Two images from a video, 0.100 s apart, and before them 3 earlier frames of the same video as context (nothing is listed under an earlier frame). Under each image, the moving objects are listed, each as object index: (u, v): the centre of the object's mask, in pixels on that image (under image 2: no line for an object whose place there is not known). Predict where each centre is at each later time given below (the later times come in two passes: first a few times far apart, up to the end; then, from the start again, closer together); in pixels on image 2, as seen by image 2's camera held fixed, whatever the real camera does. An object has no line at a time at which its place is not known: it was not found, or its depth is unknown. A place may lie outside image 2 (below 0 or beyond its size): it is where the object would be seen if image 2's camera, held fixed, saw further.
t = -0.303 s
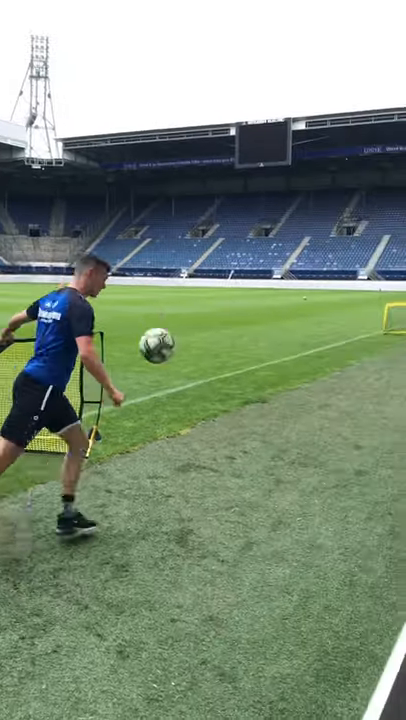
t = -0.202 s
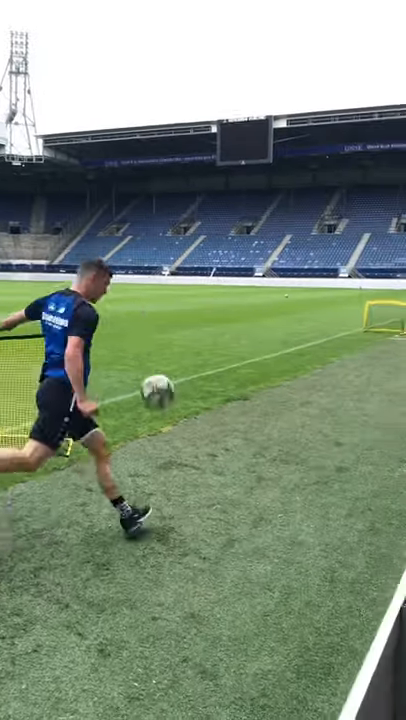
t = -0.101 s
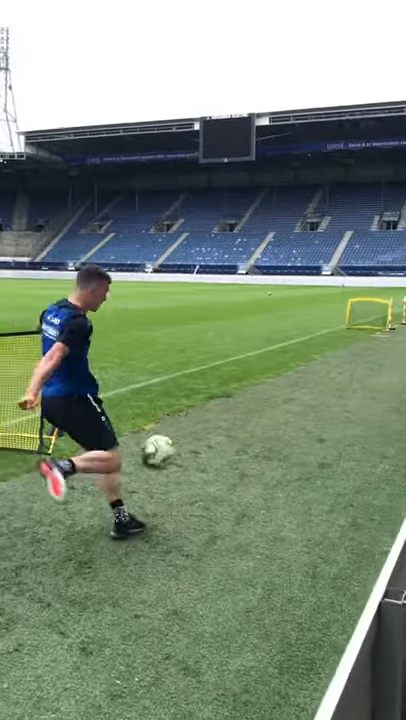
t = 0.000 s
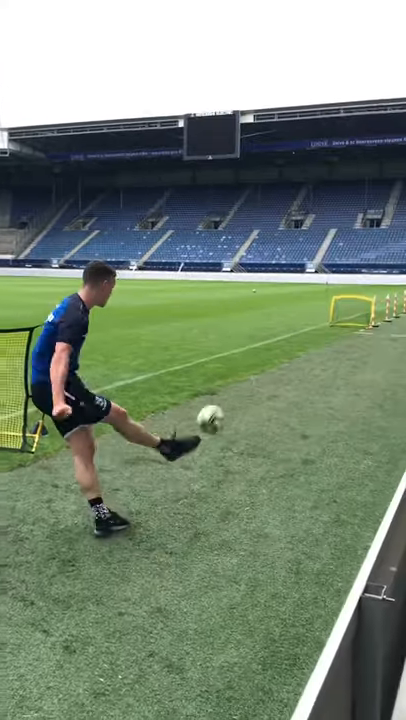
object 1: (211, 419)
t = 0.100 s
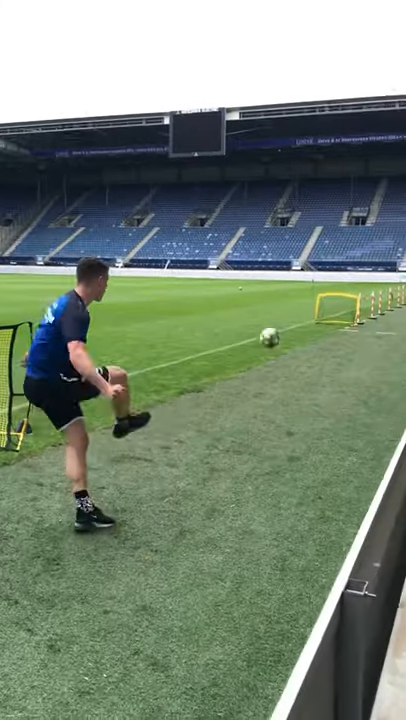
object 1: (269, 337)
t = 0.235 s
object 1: (311, 301)
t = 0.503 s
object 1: (337, 303)
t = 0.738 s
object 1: (339, 314)
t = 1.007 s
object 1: (335, 309)
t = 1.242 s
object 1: (330, 313)
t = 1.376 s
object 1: (329, 309)
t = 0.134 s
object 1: (284, 323)
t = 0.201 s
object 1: (304, 306)
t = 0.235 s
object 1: (311, 301)
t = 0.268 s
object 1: (318, 298)
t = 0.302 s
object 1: (323, 295)
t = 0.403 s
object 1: (333, 296)
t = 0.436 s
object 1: (334, 298)
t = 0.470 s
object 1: (336, 300)
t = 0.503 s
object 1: (337, 303)
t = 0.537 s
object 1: (338, 307)
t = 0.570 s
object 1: (339, 310)
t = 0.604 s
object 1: (339, 314)
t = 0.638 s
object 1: (339, 319)
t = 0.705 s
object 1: (340, 321)
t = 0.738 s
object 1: (339, 314)
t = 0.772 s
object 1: (340, 309)
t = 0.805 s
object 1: (340, 305)
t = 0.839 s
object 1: (339, 304)
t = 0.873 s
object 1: (338, 304)
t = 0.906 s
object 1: (338, 305)
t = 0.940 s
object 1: (337, 306)
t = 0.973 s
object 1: (336, 307)
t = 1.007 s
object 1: (335, 309)
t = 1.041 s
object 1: (334, 311)
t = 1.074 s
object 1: (333, 314)
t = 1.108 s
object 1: (332, 317)
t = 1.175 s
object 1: (330, 317)
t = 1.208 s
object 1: (330, 315)
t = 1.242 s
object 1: (330, 313)
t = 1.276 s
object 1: (330, 312)
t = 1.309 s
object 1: (330, 311)
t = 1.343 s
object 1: (329, 310)
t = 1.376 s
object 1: (329, 309)
